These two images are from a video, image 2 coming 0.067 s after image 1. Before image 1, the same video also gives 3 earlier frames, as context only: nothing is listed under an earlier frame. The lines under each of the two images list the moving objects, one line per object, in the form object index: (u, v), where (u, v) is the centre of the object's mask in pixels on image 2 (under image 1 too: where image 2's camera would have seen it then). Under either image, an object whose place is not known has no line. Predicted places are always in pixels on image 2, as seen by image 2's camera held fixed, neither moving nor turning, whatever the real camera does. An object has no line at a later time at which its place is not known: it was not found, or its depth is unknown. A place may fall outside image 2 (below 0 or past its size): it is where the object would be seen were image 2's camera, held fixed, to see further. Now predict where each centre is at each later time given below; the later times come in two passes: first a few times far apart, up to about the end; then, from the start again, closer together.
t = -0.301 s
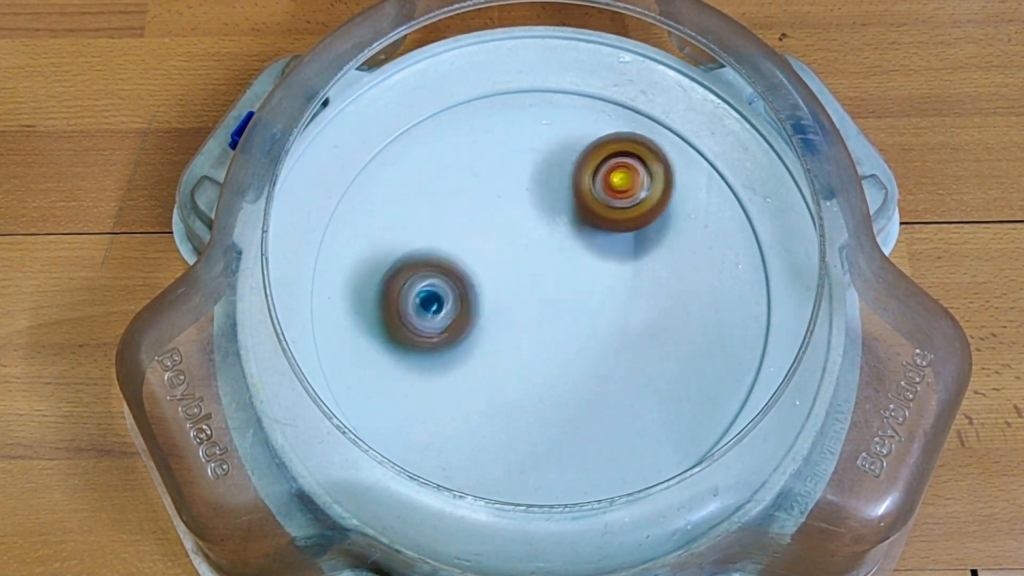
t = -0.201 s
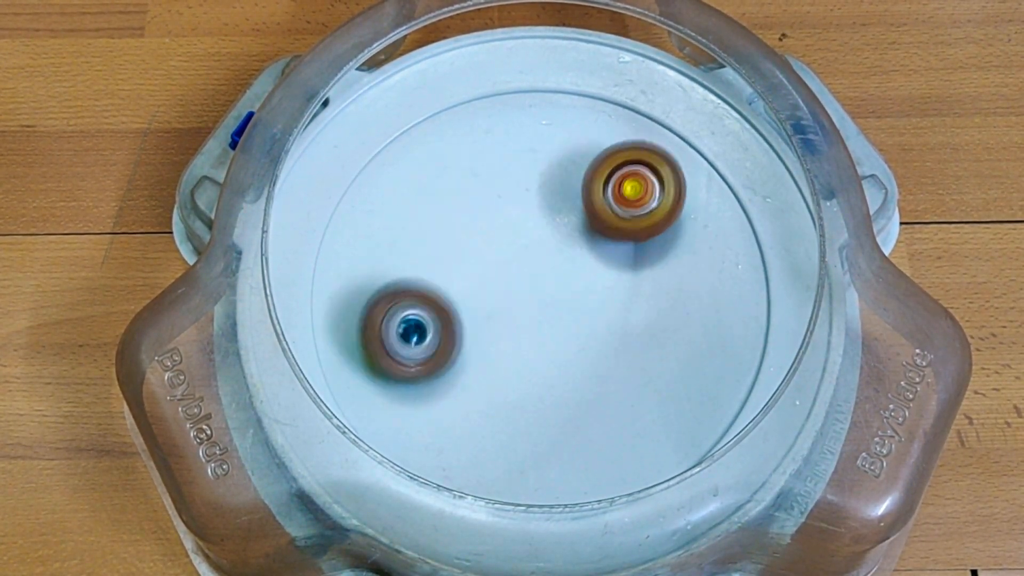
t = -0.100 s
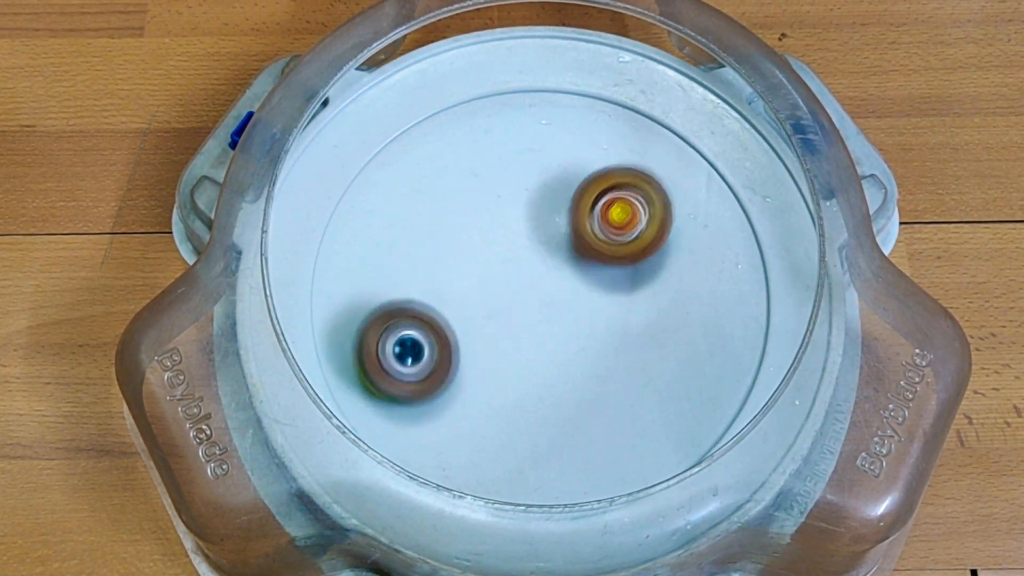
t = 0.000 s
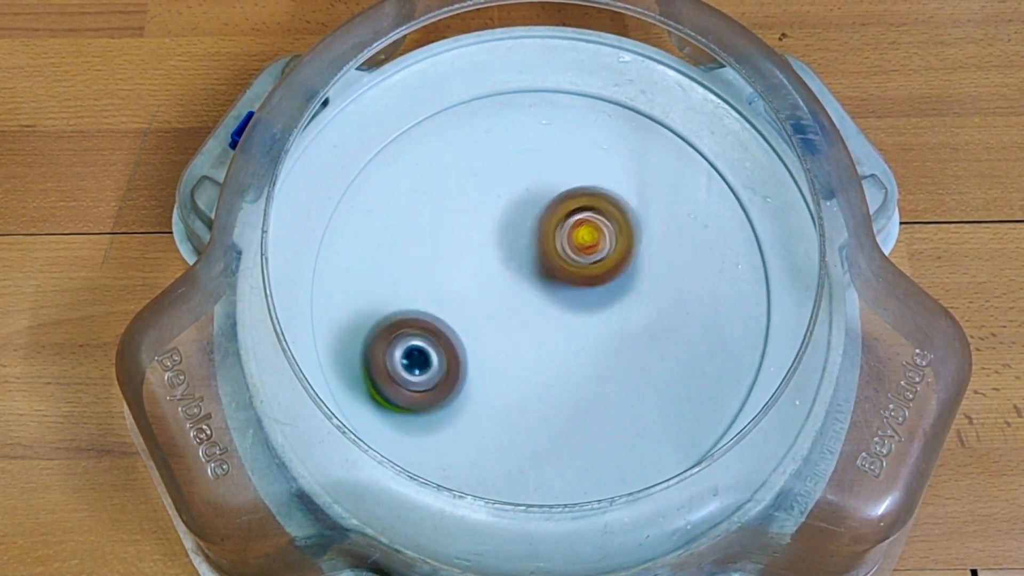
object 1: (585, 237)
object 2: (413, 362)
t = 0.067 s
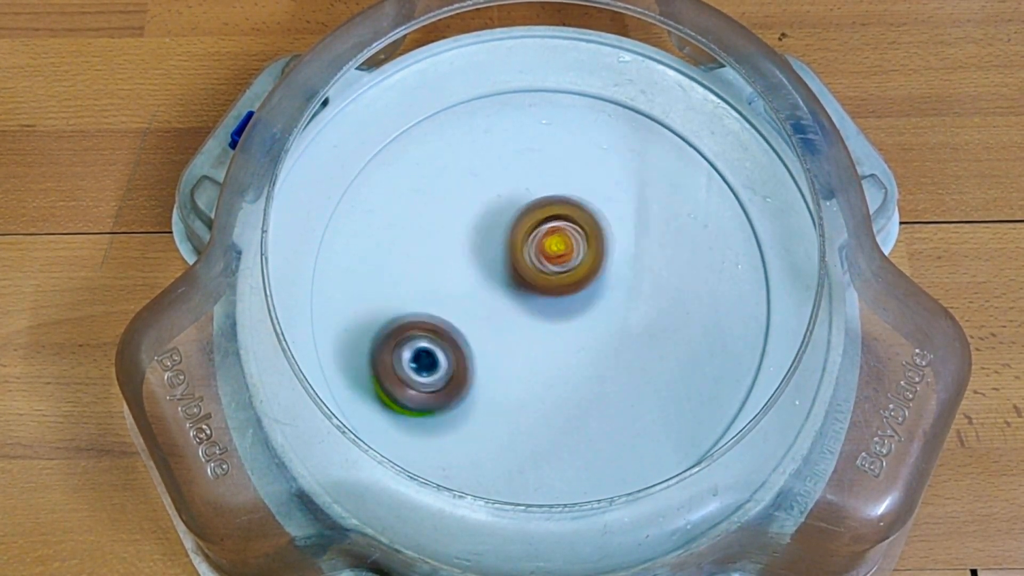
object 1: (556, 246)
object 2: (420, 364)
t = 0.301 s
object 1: (471, 247)
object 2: (461, 365)
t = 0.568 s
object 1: (451, 232)
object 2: (552, 356)
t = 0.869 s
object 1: (494, 302)
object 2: (658, 328)
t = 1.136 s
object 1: (510, 367)
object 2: (651, 303)
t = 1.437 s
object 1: (525, 366)
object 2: (608, 265)
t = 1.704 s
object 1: (573, 323)
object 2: (514, 196)
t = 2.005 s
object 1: (622, 279)
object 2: (475, 165)
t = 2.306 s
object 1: (597, 271)
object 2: (485, 201)
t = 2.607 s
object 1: (609, 276)
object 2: (489, 277)
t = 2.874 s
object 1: (621, 311)
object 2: (544, 402)
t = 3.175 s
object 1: (549, 297)
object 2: (558, 423)
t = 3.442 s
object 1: (517, 241)
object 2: (557, 392)
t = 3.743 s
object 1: (547, 192)
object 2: (560, 293)
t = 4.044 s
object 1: (589, 179)
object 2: (557, 302)
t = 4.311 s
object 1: (552, 197)
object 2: (556, 340)
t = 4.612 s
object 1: (493, 199)
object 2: (541, 399)
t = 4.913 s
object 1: (479, 278)
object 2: (533, 385)
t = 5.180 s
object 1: (438, 291)
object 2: (545, 350)
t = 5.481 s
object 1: (436, 265)
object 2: (538, 257)
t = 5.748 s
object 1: (422, 300)
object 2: (521, 195)
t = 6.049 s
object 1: (505, 329)
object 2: (504, 227)
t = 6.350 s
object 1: (589, 333)
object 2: (515, 254)
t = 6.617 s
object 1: (658, 275)
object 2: (510, 252)
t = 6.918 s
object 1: (629, 215)
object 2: (511, 265)
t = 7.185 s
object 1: (568, 194)
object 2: (526, 297)
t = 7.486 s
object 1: (533, 204)
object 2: (567, 306)
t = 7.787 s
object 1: (497, 223)
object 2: (585, 280)
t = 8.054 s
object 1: (493, 233)
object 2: (607, 263)
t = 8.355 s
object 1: (520, 247)
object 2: (620, 274)
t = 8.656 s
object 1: (510, 247)
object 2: (613, 287)
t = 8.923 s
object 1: (517, 249)
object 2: (616, 300)
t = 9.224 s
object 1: (519, 249)
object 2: (608, 302)
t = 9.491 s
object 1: (523, 250)
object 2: (609, 304)
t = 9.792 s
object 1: (522, 250)
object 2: (609, 304)
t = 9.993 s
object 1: (523, 250)
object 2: (609, 304)
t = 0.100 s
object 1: (541, 249)
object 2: (426, 365)
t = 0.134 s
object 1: (528, 250)
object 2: (430, 365)
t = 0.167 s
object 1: (515, 251)
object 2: (436, 365)
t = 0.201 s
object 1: (504, 250)
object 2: (441, 365)
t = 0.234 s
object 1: (492, 250)
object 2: (448, 365)
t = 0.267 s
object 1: (481, 249)
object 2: (454, 365)
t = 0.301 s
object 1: (471, 247)
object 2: (461, 365)
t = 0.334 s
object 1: (462, 245)
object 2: (468, 365)
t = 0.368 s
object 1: (454, 242)
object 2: (477, 365)
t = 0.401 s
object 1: (448, 238)
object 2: (486, 364)
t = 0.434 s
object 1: (444, 235)
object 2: (497, 364)
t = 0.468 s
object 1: (442, 232)
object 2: (509, 362)
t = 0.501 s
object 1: (443, 231)
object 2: (521, 360)
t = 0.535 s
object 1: (446, 231)
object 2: (536, 358)
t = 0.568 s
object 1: (451, 232)
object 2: (552, 356)
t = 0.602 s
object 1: (457, 235)
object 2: (568, 353)
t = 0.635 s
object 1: (464, 239)
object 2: (585, 350)
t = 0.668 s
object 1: (470, 245)
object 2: (599, 347)
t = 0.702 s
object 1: (477, 253)
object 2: (614, 345)
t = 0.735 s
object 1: (481, 262)
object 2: (628, 341)
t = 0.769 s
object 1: (485, 272)
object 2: (639, 338)
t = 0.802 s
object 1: (488, 282)
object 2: (647, 334)
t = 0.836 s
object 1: (491, 292)
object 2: (654, 331)
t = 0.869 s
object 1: (494, 302)
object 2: (658, 328)
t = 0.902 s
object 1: (496, 312)
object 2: (660, 324)
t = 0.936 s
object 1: (498, 322)
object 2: (662, 321)
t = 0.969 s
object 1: (499, 331)
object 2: (662, 318)
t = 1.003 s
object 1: (501, 339)
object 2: (661, 316)
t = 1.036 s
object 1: (504, 347)
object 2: (660, 313)
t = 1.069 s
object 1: (506, 355)
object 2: (657, 310)
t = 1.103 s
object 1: (508, 361)
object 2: (654, 307)
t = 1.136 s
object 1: (510, 367)
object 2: (651, 303)
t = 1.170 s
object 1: (511, 372)
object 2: (647, 300)
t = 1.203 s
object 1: (512, 376)
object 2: (644, 297)
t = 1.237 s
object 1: (514, 378)
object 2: (641, 293)
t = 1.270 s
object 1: (515, 379)
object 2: (637, 290)
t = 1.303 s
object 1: (516, 379)
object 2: (632, 286)
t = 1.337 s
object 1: (517, 377)
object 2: (627, 280)
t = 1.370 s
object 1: (519, 374)
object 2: (621, 275)
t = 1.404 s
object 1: (522, 370)
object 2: (615, 270)
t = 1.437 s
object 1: (525, 366)
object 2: (608, 265)
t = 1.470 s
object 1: (529, 361)
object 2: (600, 258)
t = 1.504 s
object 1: (533, 355)
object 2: (590, 251)
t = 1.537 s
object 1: (539, 350)
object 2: (579, 243)
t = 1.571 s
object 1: (546, 344)
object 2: (567, 235)
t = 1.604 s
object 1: (553, 339)
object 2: (553, 227)
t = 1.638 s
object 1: (560, 334)
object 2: (540, 217)
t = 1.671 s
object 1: (566, 328)
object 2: (526, 207)
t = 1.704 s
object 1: (573, 323)
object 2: (514, 196)
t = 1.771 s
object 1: (585, 311)
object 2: (494, 177)
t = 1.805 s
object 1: (591, 306)
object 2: (488, 170)
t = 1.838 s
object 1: (597, 300)
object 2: (482, 165)
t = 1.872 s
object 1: (603, 295)
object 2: (478, 162)
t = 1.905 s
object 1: (608, 290)
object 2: (476, 161)
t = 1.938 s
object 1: (613, 286)
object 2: (475, 161)
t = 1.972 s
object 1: (618, 282)
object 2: (474, 163)
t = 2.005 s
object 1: (622, 279)
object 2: (475, 165)
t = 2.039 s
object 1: (625, 277)
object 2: (476, 168)
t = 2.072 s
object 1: (627, 275)
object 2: (477, 171)
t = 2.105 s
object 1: (627, 275)
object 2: (479, 174)
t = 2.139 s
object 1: (625, 274)
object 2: (480, 178)
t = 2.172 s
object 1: (621, 275)
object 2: (480, 182)
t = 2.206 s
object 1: (617, 276)
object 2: (482, 186)
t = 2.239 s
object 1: (611, 275)
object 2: (483, 190)
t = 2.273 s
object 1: (604, 274)
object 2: (483, 195)
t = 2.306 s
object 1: (597, 271)
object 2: (485, 201)
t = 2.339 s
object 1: (590, 269)
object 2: (488, 207)
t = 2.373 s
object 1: (582, 265)
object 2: (489, 214)
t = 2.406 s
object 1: (582, 265)
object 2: (485, 220)
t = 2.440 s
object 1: (586, 267)
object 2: (483, 224)
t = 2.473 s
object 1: (587, 268)
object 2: (484, 232)
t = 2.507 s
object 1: (587, 270)
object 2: (487, 241)
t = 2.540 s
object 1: (592, 271)
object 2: (486, 253)
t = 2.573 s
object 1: (601, 273)
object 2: (487, 263)
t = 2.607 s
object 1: (609, 276)
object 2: (489, 277)
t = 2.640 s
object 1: (616, 281)
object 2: (493, 290)
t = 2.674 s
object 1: (621, 286)
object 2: (499, 305)
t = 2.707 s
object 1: (625, 292)
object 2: (506, 321)
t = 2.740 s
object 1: (628, 297)
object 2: (513, 337)
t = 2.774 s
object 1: (628, 303)
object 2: (522, 355)
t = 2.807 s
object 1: (628, 306)
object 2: (529, 371)
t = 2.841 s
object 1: (625, 309)
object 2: (537, 387)
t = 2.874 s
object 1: (621, 311)
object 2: (544, 402)
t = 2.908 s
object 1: (616, 313)
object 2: (549, 414)
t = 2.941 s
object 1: (609, 314)
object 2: (552, 421)
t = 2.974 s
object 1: (600, 315)
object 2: (555, 426)
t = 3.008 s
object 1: (592, 315)
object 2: (557, 428)
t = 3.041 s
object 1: (583, 314)
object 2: (558, 428)
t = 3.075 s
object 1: (574, 311)
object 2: (558, 428)
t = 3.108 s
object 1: (565, 307)
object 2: (559, 427)
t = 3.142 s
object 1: (557, 303)
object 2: (559, 426)
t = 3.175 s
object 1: (549, 297)
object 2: (558, 423)
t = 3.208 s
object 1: (541, 291)
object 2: (558, 421)
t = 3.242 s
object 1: (535, 285)
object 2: (558, 417)
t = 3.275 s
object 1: (529, 277)
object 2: (558, 414)
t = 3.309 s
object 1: (524, 270)
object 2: (558, 411)
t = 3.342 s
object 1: (521, 263)
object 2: (558, 407)
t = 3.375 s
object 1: (518, 255)
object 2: (558, 404)
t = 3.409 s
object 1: (517, 247)
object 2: (558, 398)
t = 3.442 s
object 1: (517, 241)
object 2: (557, 392)
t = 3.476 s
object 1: (518, 234)
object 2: (556, 384)
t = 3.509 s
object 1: (520, 229)
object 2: (557, 374)
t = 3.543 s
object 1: (523, 224)
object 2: (556, 361)
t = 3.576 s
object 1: (528, 220)
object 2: (556, 347)
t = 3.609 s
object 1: (533, 218)
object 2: (555, 331)
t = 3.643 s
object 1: (538, 214)
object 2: (556, 314)
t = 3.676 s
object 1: (539, 206)
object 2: (559, 305)
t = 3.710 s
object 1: (543, 198)
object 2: (560, 299)
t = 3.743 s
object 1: (547, 192)
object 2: (560, 293)
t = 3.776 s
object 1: (553, 187)
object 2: (560, 288)
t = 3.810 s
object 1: (559, 184)
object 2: (561, 286)
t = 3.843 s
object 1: (566, 183)
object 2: (560, 284)
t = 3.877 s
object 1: (572, 182)
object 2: (561, 283)
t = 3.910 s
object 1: (578, 183)
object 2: (561, 283)
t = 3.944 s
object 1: (582, 184)
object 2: (562, 284)
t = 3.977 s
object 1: (585, 186)
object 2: (562, 286)
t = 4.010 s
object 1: (588, 181)
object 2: (559, 297)
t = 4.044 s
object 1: (589, 179)
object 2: (557, 302)
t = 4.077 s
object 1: (590, 178)
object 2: (556, 304)
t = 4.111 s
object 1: (589, 180)
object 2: (556, 304)
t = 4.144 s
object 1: (587, 185)
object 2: (555, 304)
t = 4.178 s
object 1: (584, 191)
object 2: (555, 304)
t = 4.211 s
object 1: (579, 199)
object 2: (554, 305)
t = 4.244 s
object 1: (573, 207)
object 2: (554, 306)
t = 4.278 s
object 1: (563, 203)
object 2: (556, 321)
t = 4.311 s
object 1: (552, 197)
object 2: (556, 340)
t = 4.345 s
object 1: (544, 192)
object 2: (554, 358)
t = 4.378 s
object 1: (537, 189)
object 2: (550, 373)
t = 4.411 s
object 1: (529, 187)
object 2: (547, 385)
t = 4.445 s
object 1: (522, 186)
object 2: (545, 393)
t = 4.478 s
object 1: (516, 186)
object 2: (543, 398)
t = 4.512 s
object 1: (510, 187)
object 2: (543, 400)
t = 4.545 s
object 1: (504, 190)
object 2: (543, 400)
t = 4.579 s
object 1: (498, 194)
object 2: (542, 399)
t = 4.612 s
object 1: (493, 199)
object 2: (541, 399)
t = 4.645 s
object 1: (489, 204)
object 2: (540, 398)
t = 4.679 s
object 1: (485, 211)
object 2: (538, 396)
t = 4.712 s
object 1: (482, 219)
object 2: (537, 396)
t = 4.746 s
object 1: (479, 228)
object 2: (536, 395)
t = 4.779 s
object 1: (478, 237)
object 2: (535, 394)
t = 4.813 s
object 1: (478, 247)
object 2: (534, 392)
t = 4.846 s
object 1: (478, 258)
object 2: (534, 391)
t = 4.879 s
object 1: (478, 269)
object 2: (533, 388)
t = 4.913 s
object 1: (479, 278)
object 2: (533, 385)
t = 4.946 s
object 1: (480, 288)
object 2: (533, 380)
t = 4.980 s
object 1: (473, 290)
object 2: (543, 384)
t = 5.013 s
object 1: (463, 289)
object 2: (550, 383)
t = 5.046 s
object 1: (451, 292)
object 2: (550, 377)
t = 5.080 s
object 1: (445, 293)
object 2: (549, 372)
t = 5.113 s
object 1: (442, 293)
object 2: (548, 365)
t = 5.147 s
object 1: (439, 292)
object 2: (546, 359)
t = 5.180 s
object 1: (438, 291)
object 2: (545, 350)
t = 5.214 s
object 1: (439, 291)
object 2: (542, 340)
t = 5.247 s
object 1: (441, 289)
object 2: (538, 328)
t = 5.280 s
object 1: (438, 286)
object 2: (541, 319)
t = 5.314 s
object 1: (435, 282)
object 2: (543, 308)
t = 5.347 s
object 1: (435, 277)
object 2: (542, 298)
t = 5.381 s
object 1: (437, 273)
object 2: (540, 288)
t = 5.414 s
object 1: (437, 269)
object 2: (539, 277)
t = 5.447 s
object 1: (437, 267)
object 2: (540, 267)
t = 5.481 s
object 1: (436, 265)
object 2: (538, 257)
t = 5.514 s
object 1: (436, 264)
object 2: (536, 248)
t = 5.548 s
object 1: (429, 270)
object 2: (537, 236)
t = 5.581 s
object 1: (424, 275)
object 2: (539, 222)
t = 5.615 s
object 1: (420, 280)
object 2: (537, 211)
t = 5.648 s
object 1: (418, 284)
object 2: (535, 203)
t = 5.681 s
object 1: (418, 290)
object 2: (530, 199)
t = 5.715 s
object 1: (419, 295)
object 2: (526, 196)
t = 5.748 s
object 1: (422, 300)
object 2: (521, 195)
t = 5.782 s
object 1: (427, 307)
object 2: (517, 195)
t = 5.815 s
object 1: (433, 312)
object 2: (514, 196)
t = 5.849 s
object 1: (441, 316)
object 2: (512, 198)
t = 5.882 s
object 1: (448, 321)
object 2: (511, 200)
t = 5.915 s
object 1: (459, 324)
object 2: (509, 204)
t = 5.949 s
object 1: (471, 328)
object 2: (508, 208)
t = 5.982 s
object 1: (482, 329)
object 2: (507, 212)
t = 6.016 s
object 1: (495, 329)
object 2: (505, 219)
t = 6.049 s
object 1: (505, 329)
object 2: (504, 227)
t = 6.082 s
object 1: (521, 338)
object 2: (500, 227)
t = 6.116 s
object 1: (538, 349)
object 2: (496, 224)
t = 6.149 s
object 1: (550, 353)
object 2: (495, 227)
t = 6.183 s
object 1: (562, 356)
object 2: (499, 229)
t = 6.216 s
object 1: (570, 354)
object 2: (502, 231)
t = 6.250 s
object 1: (579, 351)
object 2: (504, 236)
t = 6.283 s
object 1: (583, 346)
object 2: (507, 241)
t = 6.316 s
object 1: (588, 340)
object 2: (511, 248)
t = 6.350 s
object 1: (589, 333)
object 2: (515, 254)
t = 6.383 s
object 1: (601, 326)
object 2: (515, 256)
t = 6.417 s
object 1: (619, 322)
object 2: (505, 253)
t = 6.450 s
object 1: (634, 315)
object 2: (499, 251)
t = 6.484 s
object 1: (644, 308)
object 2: (499, 251)
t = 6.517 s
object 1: (651, 300)
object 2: (501, 254)
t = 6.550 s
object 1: (656, 291)
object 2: (505, 255)
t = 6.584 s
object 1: (659, 283)
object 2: (509, 253)
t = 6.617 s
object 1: (658, 275)
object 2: (510, 252)
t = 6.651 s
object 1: (658, 267)
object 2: (511, 251)
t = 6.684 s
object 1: (655, 262)
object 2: (512, 252)
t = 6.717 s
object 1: (651, 257)
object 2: (514, 253)
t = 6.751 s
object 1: (645, 252)
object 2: (516, 253)
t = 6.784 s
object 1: (638, 249)
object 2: (520, 254)
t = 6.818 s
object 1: (631, 246)
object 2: (524, 254)
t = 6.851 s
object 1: (628, 238)
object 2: (522, 256)
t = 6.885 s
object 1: (628, 229)
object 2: (516, 262)
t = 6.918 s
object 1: (629, 215)
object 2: (511, 265)
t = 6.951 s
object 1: (625, 208)
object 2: (511, 268)
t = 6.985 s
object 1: (621, 202)
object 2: (516, 271)
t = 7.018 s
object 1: (616, 199)
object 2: (517, 273)
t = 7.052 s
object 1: (608, 198)
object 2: (518, 275)
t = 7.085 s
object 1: (598, 200)
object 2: (520, 277)
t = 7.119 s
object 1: (589, 203)
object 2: (522, 278)
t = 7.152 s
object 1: (580, 202)
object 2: (525, 284)
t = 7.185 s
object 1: (568, 194)
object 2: (526, 297)
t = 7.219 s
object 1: (557, 189)
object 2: (528, 304)
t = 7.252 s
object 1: (548, 184)
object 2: (531, 308)
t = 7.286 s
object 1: (541, 182)
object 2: (535, 310)
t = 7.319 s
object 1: (537, 182)
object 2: (541, 311)
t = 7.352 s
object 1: (535, 185)
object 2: (548, 313)
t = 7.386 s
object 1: (534, 188)
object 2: (552, 313)
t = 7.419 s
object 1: (534, 193)
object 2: (558, 310)
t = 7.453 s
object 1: (533, 198)
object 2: (563, 309)
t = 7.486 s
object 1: (533, 204)
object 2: (567, 306)
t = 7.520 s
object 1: (530, 211)
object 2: (570, 302)
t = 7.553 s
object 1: (525, 217)
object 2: (574, 301)
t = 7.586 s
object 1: (516, 222)
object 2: (582, 299)
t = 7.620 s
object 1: (508, 225)
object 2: (584, 296)
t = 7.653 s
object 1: (501, 225)
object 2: (583, 292)
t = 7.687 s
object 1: (498, 223)
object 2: (585, 287)
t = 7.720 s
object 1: (497, 222)
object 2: (586, 285)
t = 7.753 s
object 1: (498, 223)
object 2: (582, 282)
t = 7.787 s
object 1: (497, 223)
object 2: (585, 280)
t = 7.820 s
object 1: (494, 220)
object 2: (591, 276)
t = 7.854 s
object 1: (494, 219)
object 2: (594, 274)
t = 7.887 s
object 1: (494, 220)
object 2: (594, 272)
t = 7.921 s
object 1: (496, 222)
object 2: (593, 270)
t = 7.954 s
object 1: (498, 225)
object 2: (592, 269)
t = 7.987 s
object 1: (493, 227)
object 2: (600, 268)
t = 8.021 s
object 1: (492, 230)
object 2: (605, 265)
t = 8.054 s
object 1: (493, 233)
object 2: (607, 263)
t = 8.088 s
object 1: (497, 236)
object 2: (606, 264)
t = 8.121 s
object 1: (500, 241)
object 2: (608, 265)
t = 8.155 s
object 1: (504, 246)
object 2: (613, 266)
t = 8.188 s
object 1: (512, 249)
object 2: (616, 268)
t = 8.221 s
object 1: (520, 249)
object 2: (620, 270)
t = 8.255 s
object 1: (526, 247)
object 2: (619, 271)
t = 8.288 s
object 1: (528, 244)
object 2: (617, 271)
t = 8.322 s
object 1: (526, 245)
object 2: (618, 272)
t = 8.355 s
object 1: (520, 247)
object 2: (620, 274)
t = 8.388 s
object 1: (516, 248)
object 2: (622, 276)
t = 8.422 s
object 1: (514, 248)
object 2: (620, 276)
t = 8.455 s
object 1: (513, 247)
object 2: (620, 276)
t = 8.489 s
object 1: (512, 247)
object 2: (616, 277)
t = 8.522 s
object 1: (512, 247)
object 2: (613, 280)
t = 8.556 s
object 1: (512, 247)
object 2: (608, 285)
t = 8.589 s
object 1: (509, 246)
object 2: (610, 288)
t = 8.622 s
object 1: (509, 245)
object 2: (613, 290)
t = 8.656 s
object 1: (510, 247)
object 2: (613, 287)
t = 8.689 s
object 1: (512, 247)
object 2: (612, 286)
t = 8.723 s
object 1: (514, 248)
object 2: (610, 287)
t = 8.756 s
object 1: (516, 249)
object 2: (609, 286)
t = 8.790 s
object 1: (516, 249)
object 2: (612, 289)
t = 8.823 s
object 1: (515, 249)
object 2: (615, 292)
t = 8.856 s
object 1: (515, 249)
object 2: (616, 296)
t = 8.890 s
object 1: (515, 249)
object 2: (616, 299)
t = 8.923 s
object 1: (517, 249)
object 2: (616, 300)
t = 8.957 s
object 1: (519, 250)
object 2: (615, 299)
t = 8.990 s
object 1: (522, 250)
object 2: (616, 298)
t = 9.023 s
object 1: (523, 250)
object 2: (614, 297)
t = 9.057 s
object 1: (522, 250)
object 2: (611, 297)
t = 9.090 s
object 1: (523, 250)
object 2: (609, 299)
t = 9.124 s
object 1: (521, 250)
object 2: (608, 301)
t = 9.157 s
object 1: (519, 249)
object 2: (608, 302)
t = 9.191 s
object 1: (518, 249)
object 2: (608, 302)
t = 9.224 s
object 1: (519, 249)
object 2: (608, 302)
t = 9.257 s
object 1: (520, 250)
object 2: (608, 302)
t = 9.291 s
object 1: (521, 250)
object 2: (609, 303)
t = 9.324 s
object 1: (522, 250)
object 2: (609, 304)
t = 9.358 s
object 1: (523, 250)
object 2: (609, 304)
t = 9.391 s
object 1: (523, 250)
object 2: (609, 304)
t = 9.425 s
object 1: (523, 250)
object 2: (609, 304)
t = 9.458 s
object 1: (522, 250)
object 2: (609, 304)
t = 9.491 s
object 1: (523, 250)
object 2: (609, 304)
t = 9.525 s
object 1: (523, 250)
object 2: (609, 304)
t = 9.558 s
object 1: (523, 250)
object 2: (609, 304)
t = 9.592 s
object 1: (523, 250)
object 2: (609, 304)
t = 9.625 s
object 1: (522, 250)
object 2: (609, 304)
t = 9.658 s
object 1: (523, 250)
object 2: (609, 304)
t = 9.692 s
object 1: (523, 250)
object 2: (609, 304)
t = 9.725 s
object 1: (523, 250)
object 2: (609, 304)
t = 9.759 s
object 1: (523, 250)
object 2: (609, 304)
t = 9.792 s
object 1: (522, 250)
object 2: (609, 304)
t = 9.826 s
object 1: (522, 250)
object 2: (609, 304)
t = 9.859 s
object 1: (522, 250)
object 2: (609, 304)
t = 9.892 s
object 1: (522, 250)
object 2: (610, 304)
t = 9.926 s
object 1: (523, 250)
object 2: (610, 304)
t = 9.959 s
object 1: (523, 250)
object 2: (610, 304)
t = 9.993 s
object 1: (523, 250)
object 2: (609, 304)
